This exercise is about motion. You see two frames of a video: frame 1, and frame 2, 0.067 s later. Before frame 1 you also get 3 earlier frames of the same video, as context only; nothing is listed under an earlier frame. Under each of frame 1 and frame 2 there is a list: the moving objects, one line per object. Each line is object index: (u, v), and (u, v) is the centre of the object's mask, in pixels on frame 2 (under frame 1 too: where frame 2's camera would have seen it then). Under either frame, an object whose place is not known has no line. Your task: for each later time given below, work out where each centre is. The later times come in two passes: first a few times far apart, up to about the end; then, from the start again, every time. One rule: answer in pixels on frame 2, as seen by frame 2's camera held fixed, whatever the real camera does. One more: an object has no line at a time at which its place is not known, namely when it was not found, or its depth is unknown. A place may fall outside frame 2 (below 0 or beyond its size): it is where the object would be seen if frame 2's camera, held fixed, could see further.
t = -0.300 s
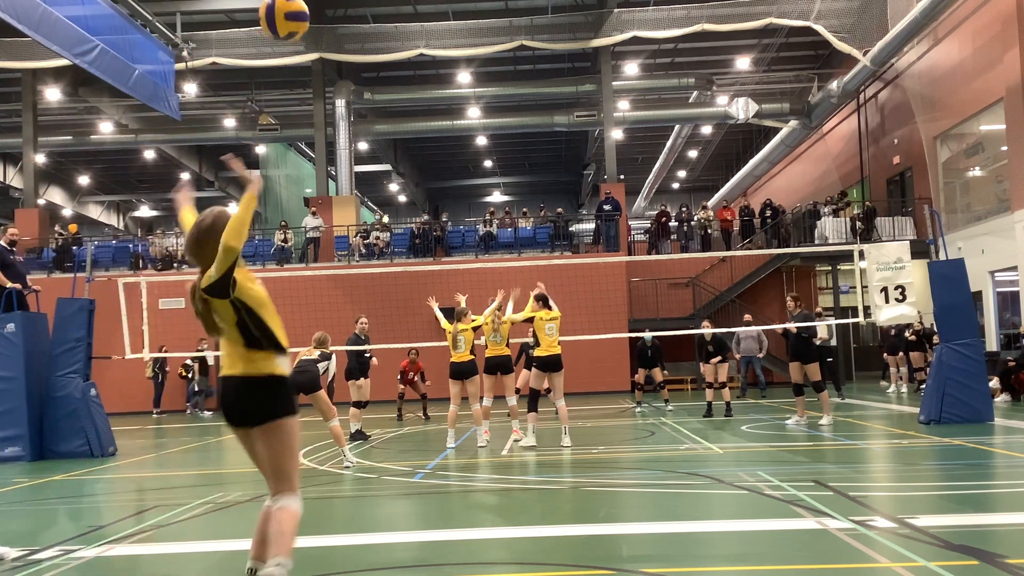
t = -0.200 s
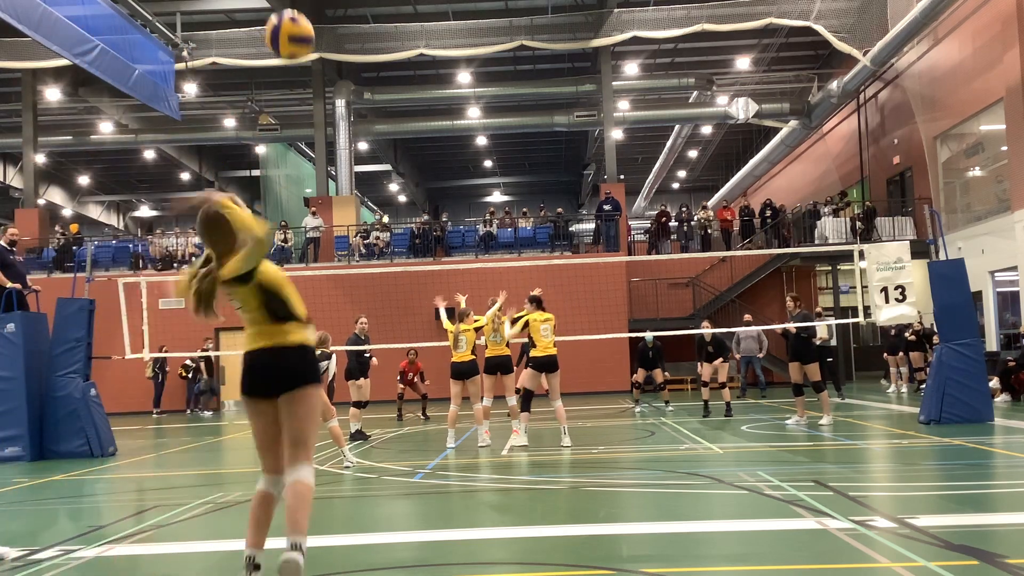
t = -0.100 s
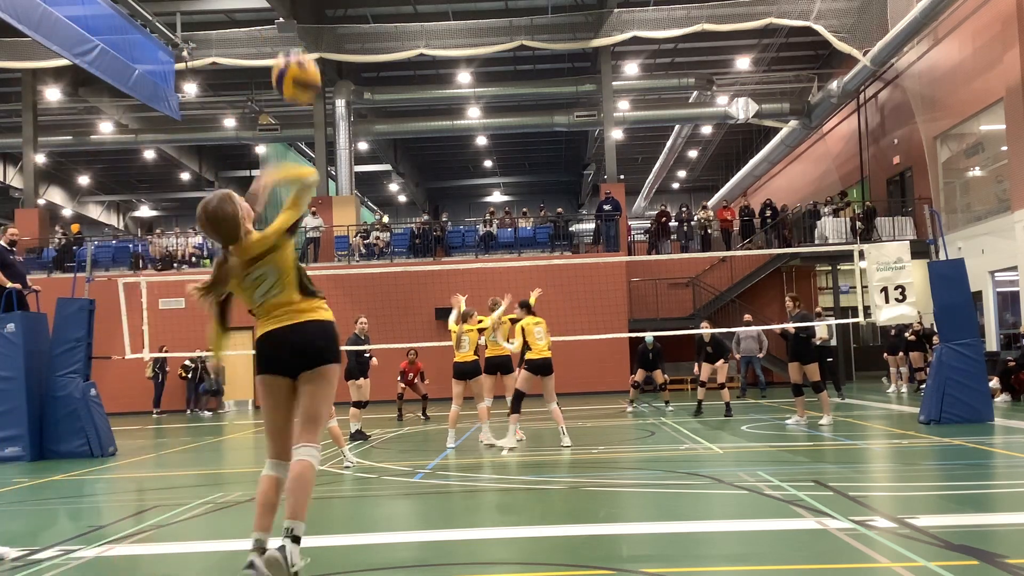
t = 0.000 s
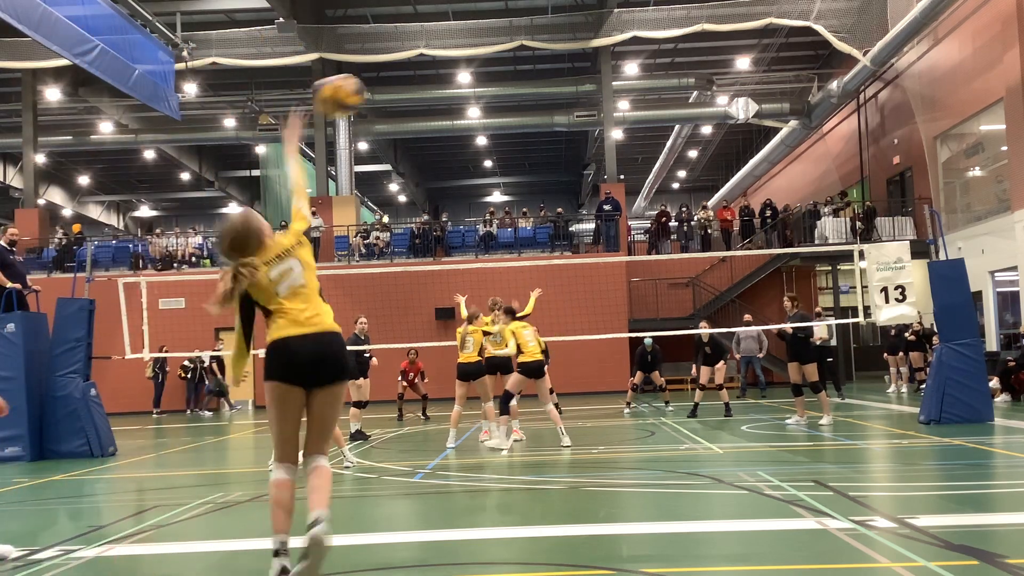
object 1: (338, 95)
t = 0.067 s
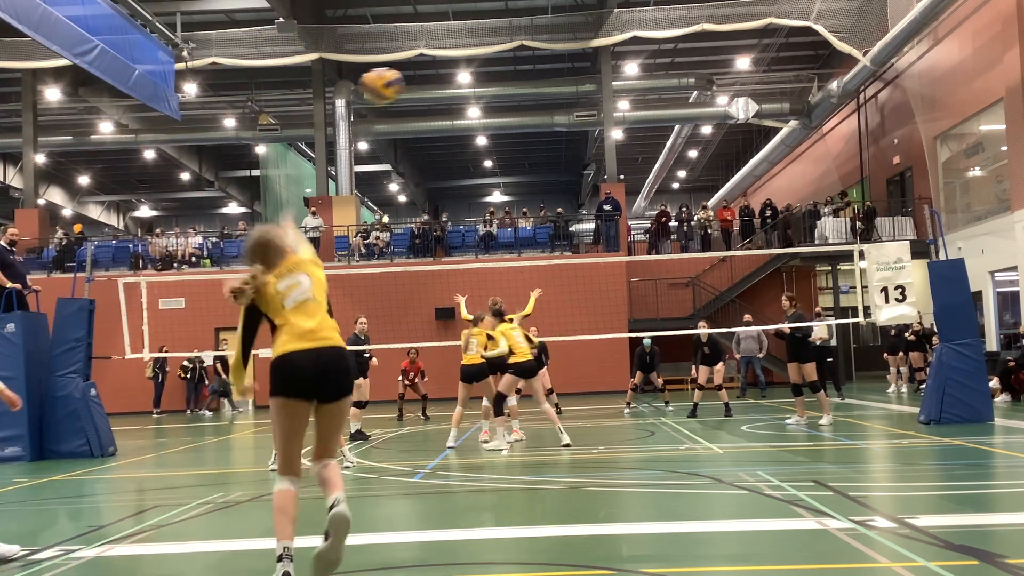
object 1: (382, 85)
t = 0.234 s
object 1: (450, 88)
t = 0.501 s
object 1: (510, 141)
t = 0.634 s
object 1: (525, 174)
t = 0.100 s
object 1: (400, 82)
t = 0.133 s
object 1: (415, 81)
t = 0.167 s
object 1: (429, 83)
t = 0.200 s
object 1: (441, 85)
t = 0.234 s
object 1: (450, 88)
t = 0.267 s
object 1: (462, 92)
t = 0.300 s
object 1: (471, 98)
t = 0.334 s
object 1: (480, 105)
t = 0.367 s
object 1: (488, 110)
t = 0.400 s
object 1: (493, 118)
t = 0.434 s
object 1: (500, 125)
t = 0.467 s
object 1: (505, 133)
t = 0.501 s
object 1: (510, 141)
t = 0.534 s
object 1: (514, 149)
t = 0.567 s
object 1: (518, 158)
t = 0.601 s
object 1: (522, 166)
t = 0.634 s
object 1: (525, 174)
